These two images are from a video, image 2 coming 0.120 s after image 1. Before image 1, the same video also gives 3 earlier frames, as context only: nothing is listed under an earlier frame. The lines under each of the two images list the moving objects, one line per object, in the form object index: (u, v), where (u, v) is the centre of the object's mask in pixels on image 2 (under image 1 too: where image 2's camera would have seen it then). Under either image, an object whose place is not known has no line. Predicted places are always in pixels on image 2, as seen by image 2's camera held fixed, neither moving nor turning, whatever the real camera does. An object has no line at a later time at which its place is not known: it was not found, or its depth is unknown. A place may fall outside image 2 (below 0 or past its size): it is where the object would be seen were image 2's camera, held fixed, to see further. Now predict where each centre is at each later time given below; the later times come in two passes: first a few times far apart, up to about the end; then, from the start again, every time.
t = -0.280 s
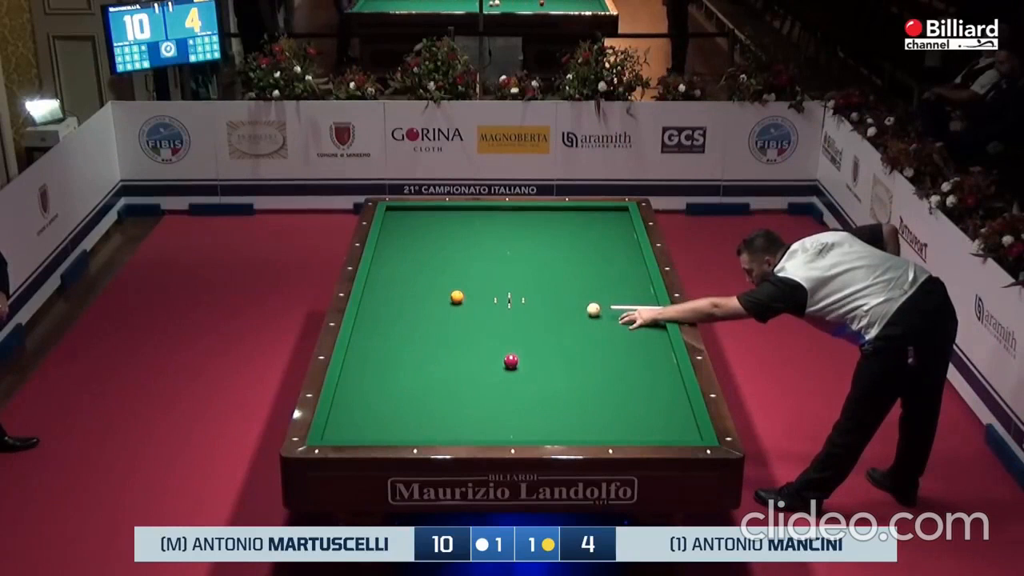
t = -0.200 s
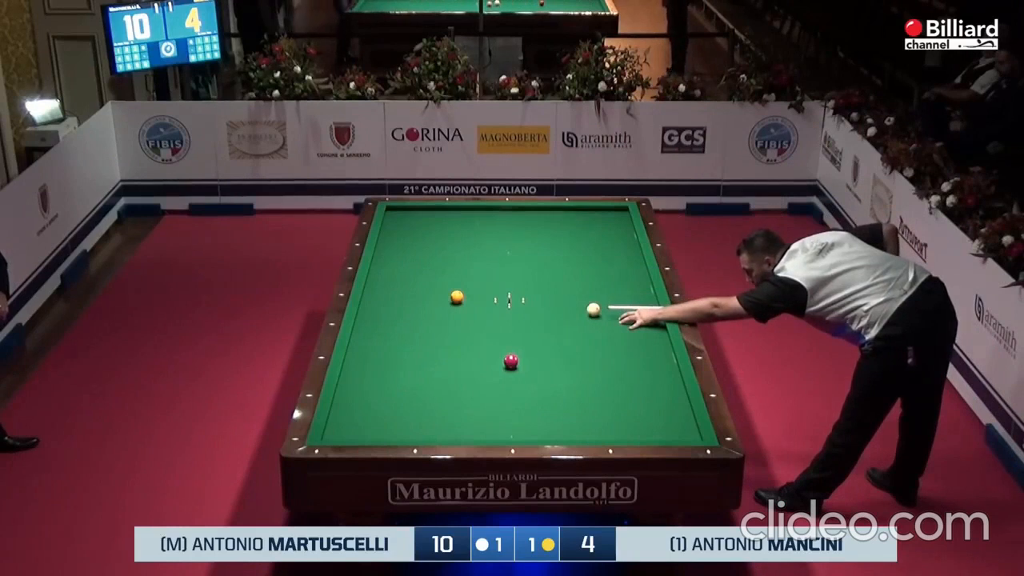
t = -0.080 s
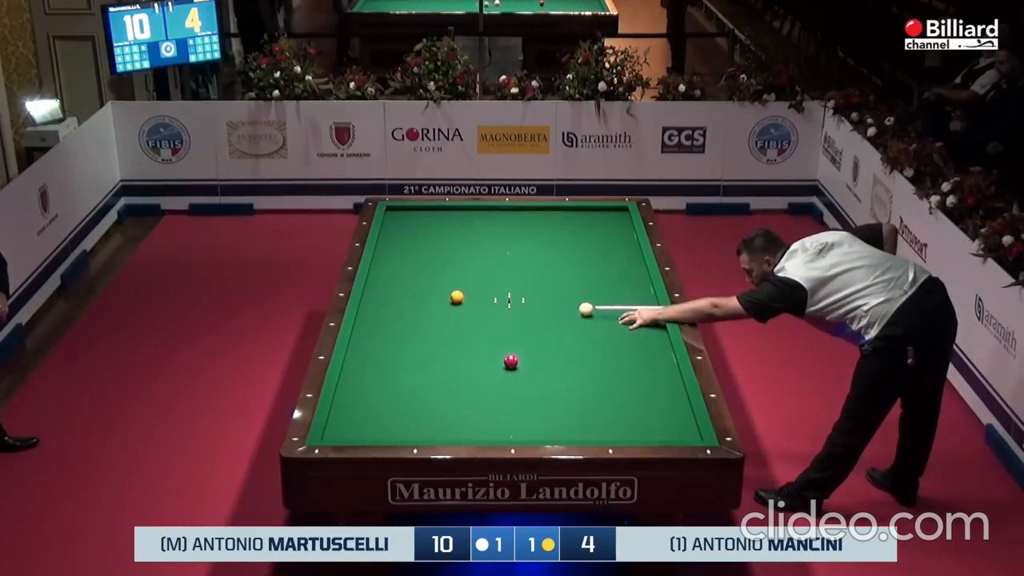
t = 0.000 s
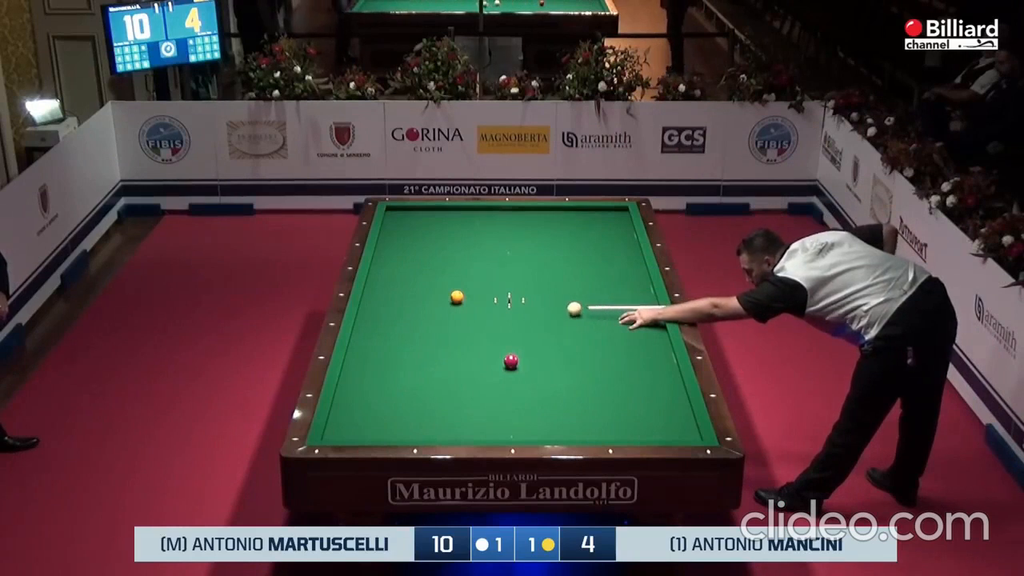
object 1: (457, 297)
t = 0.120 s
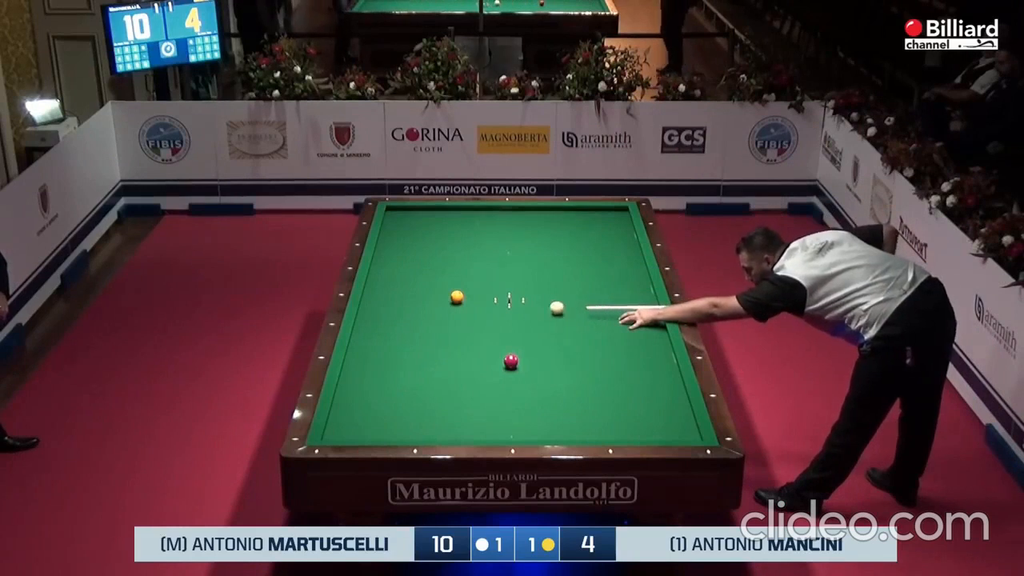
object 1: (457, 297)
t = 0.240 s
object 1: (457, 297)
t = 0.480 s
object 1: (457, 297)
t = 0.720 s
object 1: (457, 297)
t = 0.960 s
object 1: (457, 297)
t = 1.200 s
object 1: (457, 297)
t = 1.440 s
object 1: (457, 297)
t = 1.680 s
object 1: (457, 297)
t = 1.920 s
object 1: (457, 297)
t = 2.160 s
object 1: (457, 297)
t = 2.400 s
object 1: (457, 297)
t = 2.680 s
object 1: (460, 297)
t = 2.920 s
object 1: (468, 298)
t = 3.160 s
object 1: (477, 298)
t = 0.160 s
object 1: (457, 297)
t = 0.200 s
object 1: (457, 297)
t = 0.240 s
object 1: (457, 297)
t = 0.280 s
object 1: (457, 296)
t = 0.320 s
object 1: (457, 297)
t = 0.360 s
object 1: (457, 297)
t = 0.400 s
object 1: (457, 297)
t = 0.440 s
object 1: (457, 297)
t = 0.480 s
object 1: (457, 297)
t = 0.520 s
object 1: (457, 297)
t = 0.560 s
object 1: (457, 297)
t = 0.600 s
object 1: (457, 297)
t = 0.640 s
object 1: (457, 296)
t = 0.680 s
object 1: (457, 297)
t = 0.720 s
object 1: (457, 297)
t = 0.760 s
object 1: (456, 296)
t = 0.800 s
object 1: (456, 295)
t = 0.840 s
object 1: (457, 294)
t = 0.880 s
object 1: (458, 295)
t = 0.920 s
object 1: (457, 297)
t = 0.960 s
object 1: (457, 297)
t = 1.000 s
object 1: (457, 297)
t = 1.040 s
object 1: (457, 297)
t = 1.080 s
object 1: (457, 297)
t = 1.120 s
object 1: (457, 297)
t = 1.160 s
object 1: (457, 297)
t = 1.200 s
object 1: (457, 297)
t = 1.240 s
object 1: (457, 297)
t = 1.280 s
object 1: (457, 297)
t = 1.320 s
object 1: (457, 297)
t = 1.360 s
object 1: (457, 297)
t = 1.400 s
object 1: (457, 297)
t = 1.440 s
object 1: (457, 297)
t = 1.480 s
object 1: (457, 297)
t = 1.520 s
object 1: (457, 297)
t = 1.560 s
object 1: (457, 297)
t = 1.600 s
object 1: (457, 297)
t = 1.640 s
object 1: (457, 297)
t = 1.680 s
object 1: (457, 297)
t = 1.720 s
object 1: (457, 297)
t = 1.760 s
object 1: (457, 297)
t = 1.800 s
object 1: (457, 297)
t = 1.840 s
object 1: (457, 297)
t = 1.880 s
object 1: (457, 297)
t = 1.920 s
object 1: (457, 297)
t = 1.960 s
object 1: (457, 297)
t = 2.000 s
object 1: (457, 297)
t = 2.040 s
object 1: (457, 297)
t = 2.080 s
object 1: (457, 297)
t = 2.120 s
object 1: (457, 297)
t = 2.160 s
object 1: (457, 297)
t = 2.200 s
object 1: (457, 297)
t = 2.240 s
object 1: (457, 297)
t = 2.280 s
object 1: (457, 297)
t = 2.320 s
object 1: (457, 297)
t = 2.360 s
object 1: (457, 297)
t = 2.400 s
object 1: (457, 297)
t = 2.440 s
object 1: (457, 297)
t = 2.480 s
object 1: (457, 297)
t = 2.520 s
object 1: (457, 297)
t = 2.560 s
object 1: (457, 297)
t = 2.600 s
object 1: (457, 297)
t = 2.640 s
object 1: (458, 297)
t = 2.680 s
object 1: (460, 297)
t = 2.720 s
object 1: (461, 297)
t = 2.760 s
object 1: (463, 297)
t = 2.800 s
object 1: (464, 297)
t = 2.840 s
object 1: (466, 297)
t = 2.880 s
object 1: (467, 297)
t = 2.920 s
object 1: (468, 298)
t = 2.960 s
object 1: (470, 298)
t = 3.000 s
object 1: (471, 298)
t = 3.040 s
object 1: (473, 298)
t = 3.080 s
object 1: (474, 298)
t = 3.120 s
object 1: (475, 298)
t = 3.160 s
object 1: (477, 298)
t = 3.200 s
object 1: (478, 298)
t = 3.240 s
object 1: (479, 298)
